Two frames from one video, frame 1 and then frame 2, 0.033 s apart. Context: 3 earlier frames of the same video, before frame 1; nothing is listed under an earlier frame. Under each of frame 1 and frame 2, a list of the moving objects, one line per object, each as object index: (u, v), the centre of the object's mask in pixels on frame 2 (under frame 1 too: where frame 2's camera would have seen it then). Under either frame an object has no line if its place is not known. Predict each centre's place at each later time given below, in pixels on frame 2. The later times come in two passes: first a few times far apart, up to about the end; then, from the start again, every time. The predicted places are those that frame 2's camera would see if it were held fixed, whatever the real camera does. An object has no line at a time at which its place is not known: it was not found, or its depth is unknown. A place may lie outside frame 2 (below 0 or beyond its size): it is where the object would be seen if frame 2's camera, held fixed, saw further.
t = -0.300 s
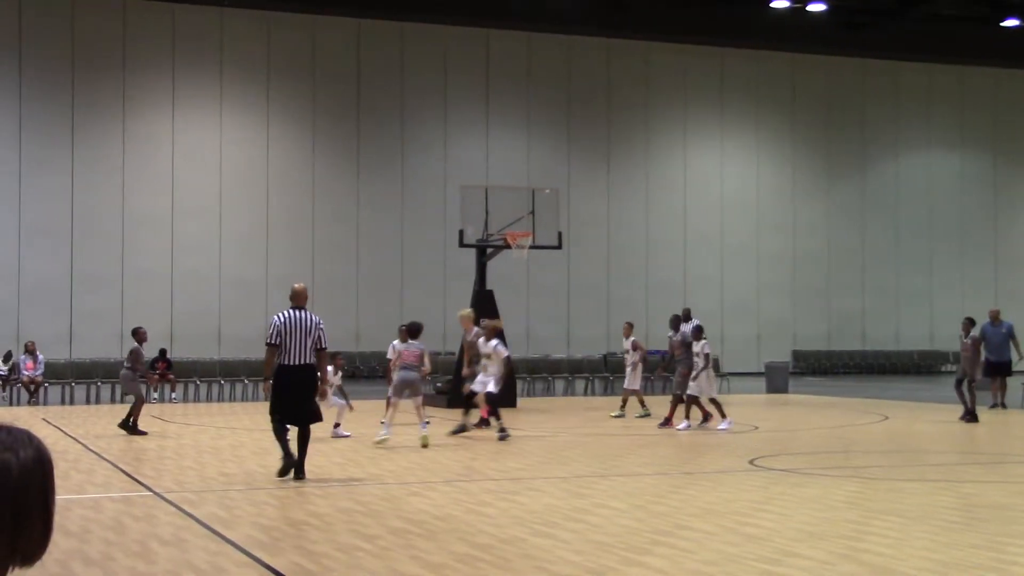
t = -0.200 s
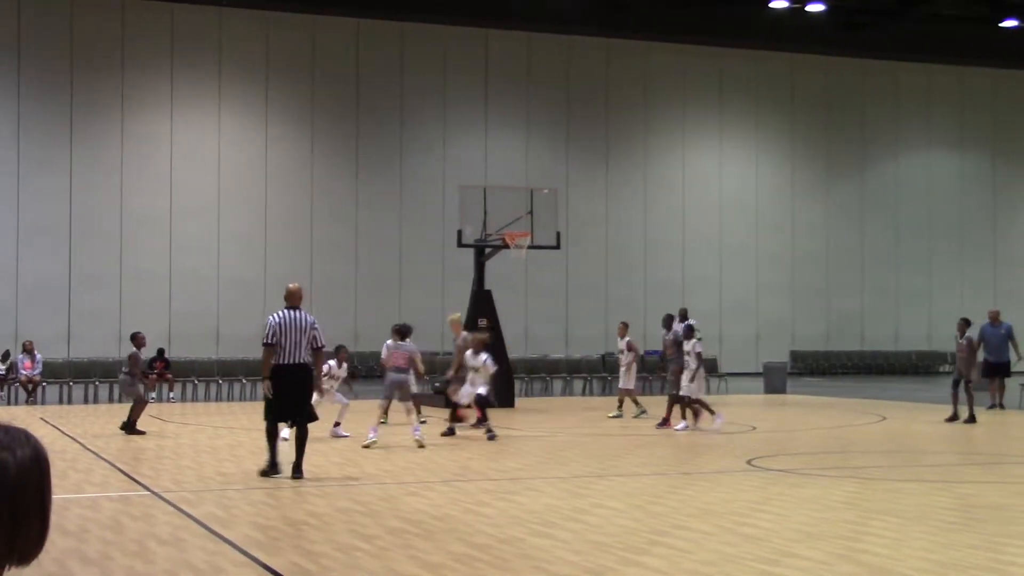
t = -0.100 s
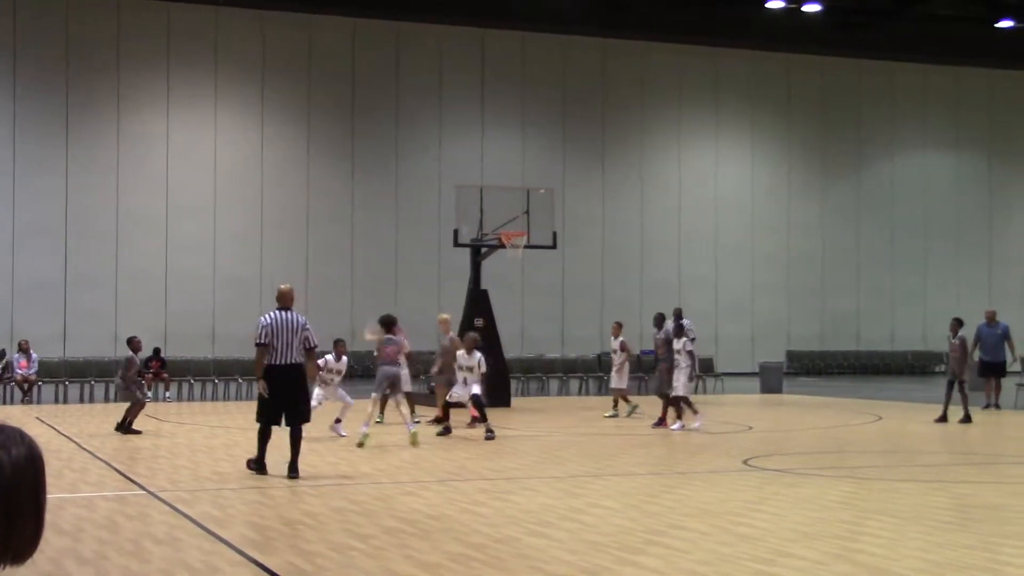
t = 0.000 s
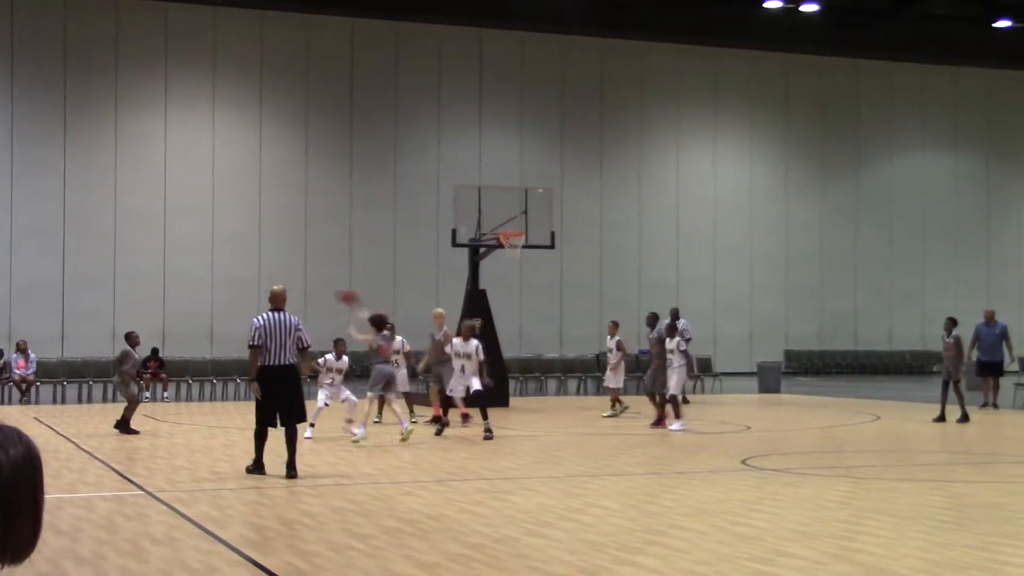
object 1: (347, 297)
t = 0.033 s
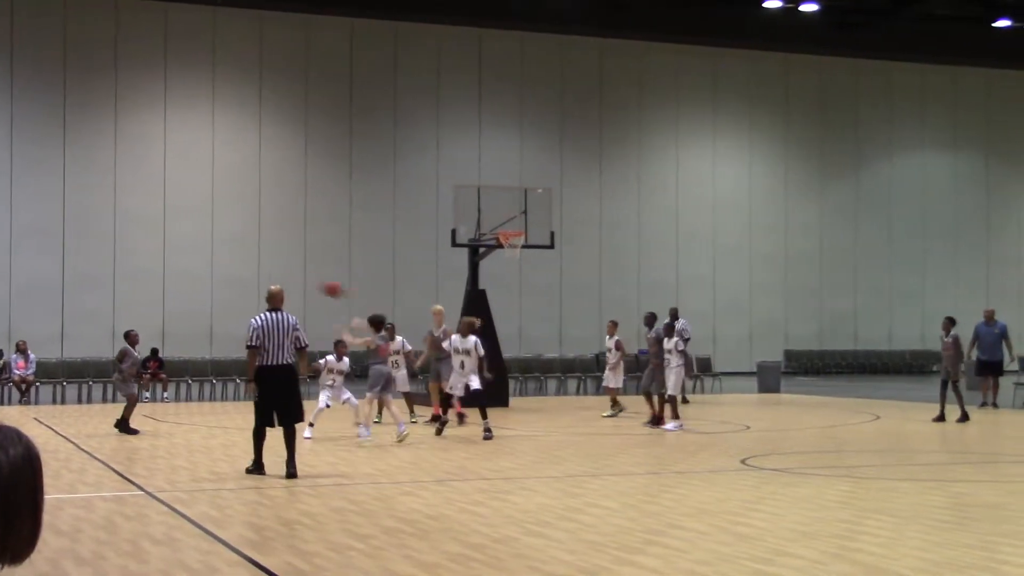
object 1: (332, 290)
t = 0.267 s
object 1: (234, 265)
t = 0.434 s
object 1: (168, 274)
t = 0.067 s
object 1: (319, 283)
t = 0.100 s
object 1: (303, 278)
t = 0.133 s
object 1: (289, 274)
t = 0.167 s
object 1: (276, 270)
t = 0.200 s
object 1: (261, 267)
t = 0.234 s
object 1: (247, 266)
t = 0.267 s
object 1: (234, 265)
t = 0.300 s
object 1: (220, 265)
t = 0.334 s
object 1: (207, 266)
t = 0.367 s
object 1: (194, 268)
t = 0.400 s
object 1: (182, 271)
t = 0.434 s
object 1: (168, 274)
